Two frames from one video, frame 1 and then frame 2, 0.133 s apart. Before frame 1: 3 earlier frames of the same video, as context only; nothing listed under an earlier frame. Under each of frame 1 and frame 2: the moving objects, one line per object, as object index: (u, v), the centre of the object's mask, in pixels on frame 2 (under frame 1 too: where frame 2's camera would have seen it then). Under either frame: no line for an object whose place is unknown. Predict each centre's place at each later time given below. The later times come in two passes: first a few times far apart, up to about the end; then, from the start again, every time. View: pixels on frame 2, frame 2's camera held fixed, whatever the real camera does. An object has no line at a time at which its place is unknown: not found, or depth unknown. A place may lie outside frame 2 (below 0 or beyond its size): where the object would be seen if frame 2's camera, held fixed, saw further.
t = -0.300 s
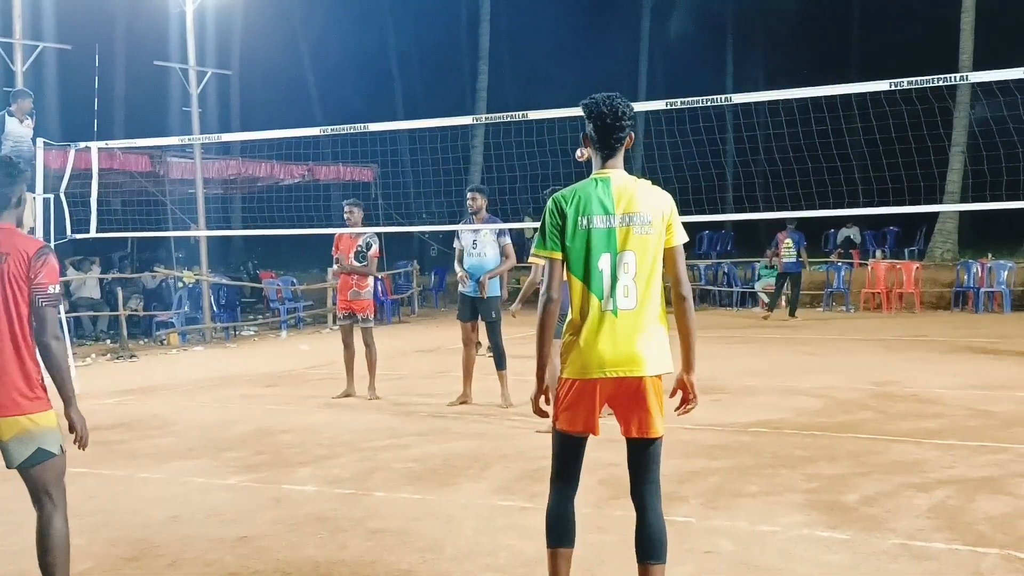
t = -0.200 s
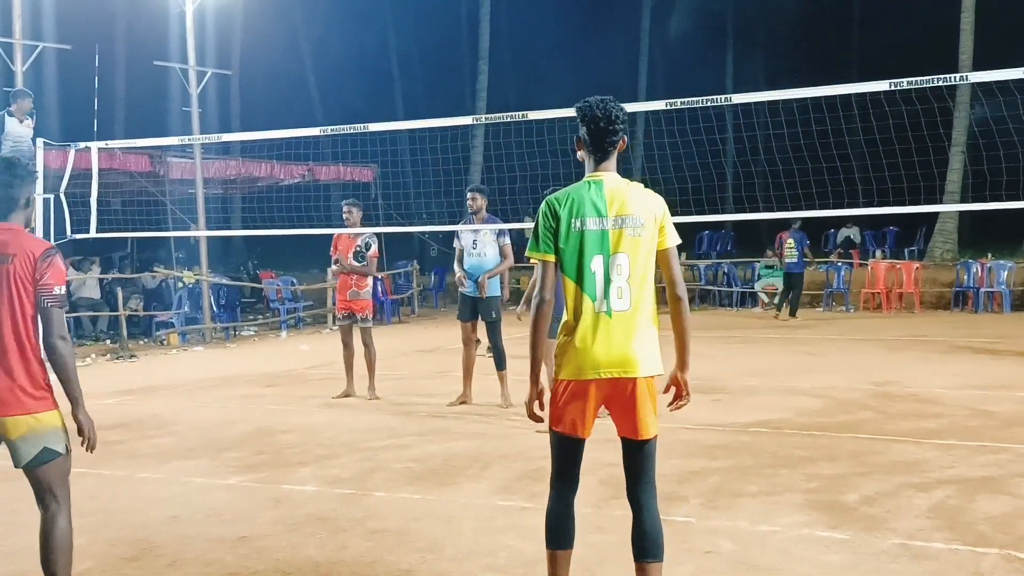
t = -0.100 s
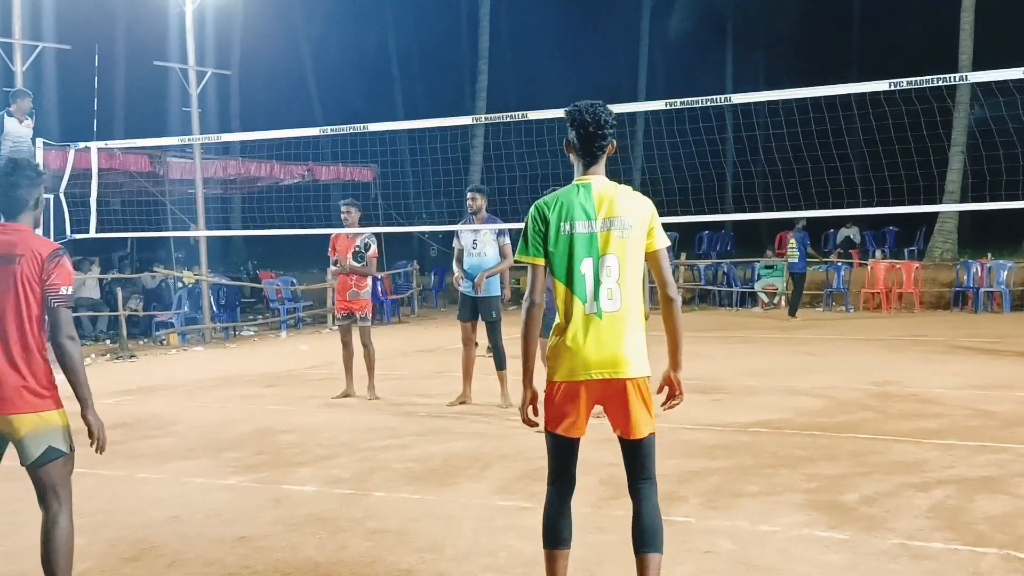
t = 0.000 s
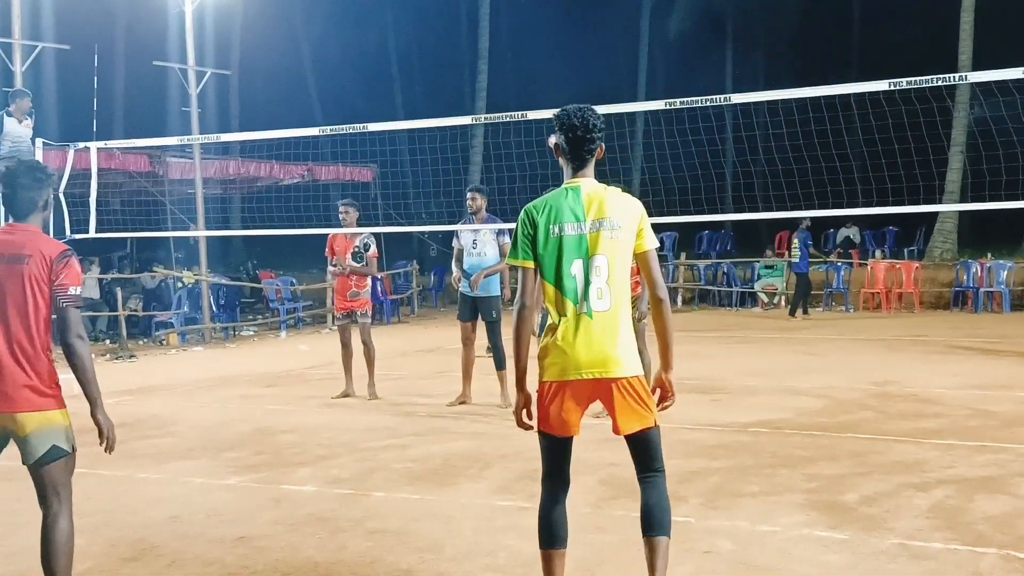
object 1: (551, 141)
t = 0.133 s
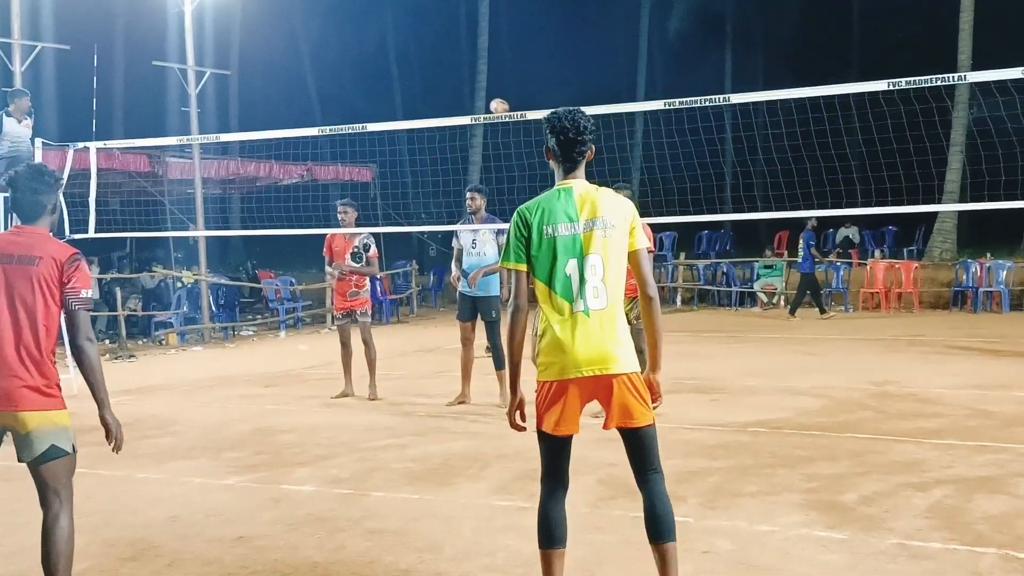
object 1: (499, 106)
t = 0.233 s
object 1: (449, 85)
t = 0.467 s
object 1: (300, 63)
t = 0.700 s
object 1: (77, 92)
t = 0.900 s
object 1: (-224, 198)
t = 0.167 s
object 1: (484, 99)
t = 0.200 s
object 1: (467, 92)
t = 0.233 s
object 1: (449, 85)
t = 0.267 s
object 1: (431, 79)
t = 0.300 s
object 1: (411, 74)
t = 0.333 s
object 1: (391, 70)
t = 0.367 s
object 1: (370, 67)
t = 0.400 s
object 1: (348, 65)
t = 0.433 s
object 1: (324, 63)
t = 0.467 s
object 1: (300, 63)
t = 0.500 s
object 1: (274, 64)
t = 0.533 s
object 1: (246, 66)
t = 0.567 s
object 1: (217, 69)
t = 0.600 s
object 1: (184, 72)
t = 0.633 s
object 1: (150, 77)
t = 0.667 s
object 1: (115, 83)
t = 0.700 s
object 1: (77, 92)
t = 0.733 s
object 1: (37, 102)
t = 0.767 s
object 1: (-8, 115)
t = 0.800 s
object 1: (-54, 129)
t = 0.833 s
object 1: (-107, 149)
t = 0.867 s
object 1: (-163, 172)
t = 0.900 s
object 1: (-224, 198)
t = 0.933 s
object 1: (-292, 230)
